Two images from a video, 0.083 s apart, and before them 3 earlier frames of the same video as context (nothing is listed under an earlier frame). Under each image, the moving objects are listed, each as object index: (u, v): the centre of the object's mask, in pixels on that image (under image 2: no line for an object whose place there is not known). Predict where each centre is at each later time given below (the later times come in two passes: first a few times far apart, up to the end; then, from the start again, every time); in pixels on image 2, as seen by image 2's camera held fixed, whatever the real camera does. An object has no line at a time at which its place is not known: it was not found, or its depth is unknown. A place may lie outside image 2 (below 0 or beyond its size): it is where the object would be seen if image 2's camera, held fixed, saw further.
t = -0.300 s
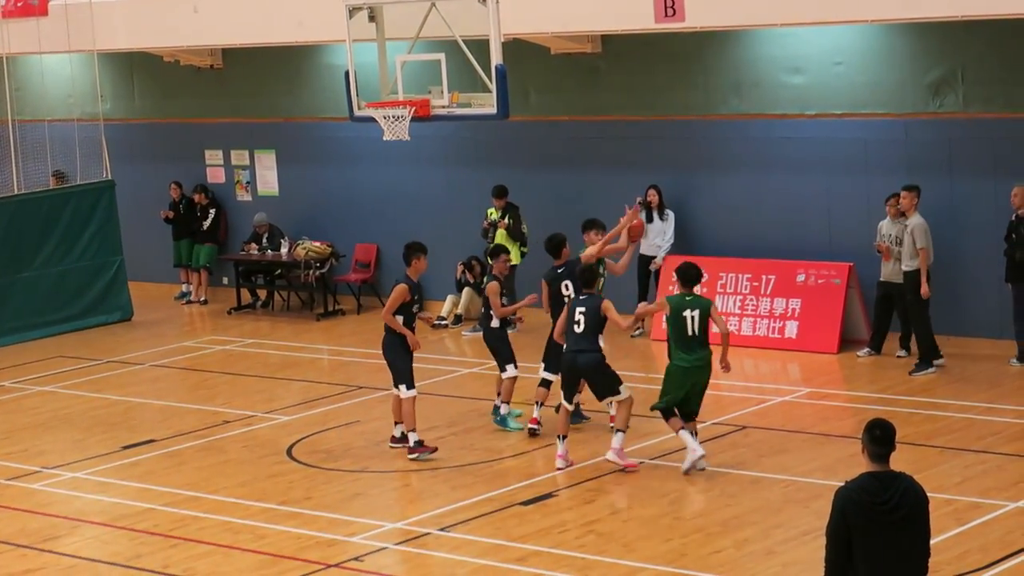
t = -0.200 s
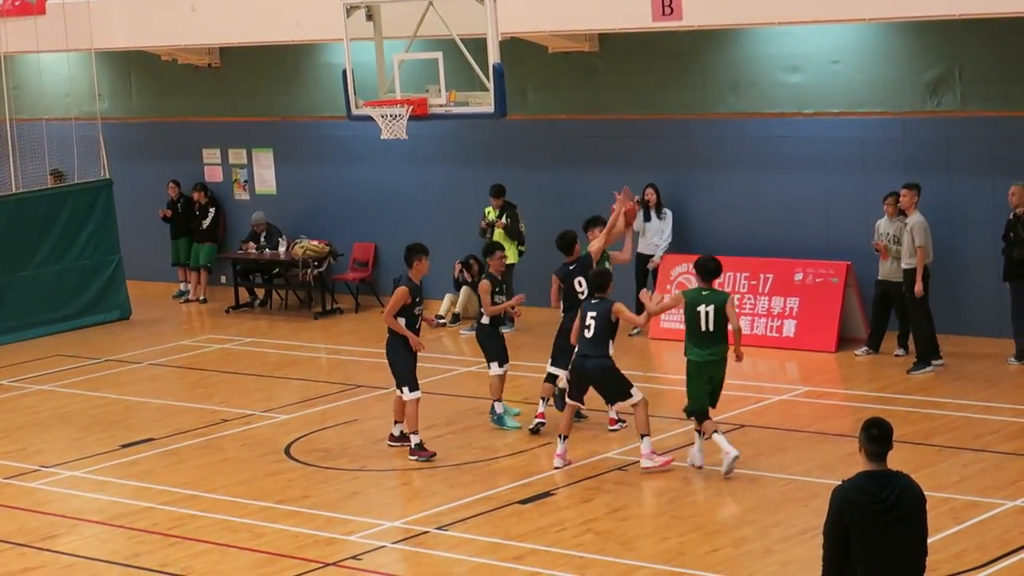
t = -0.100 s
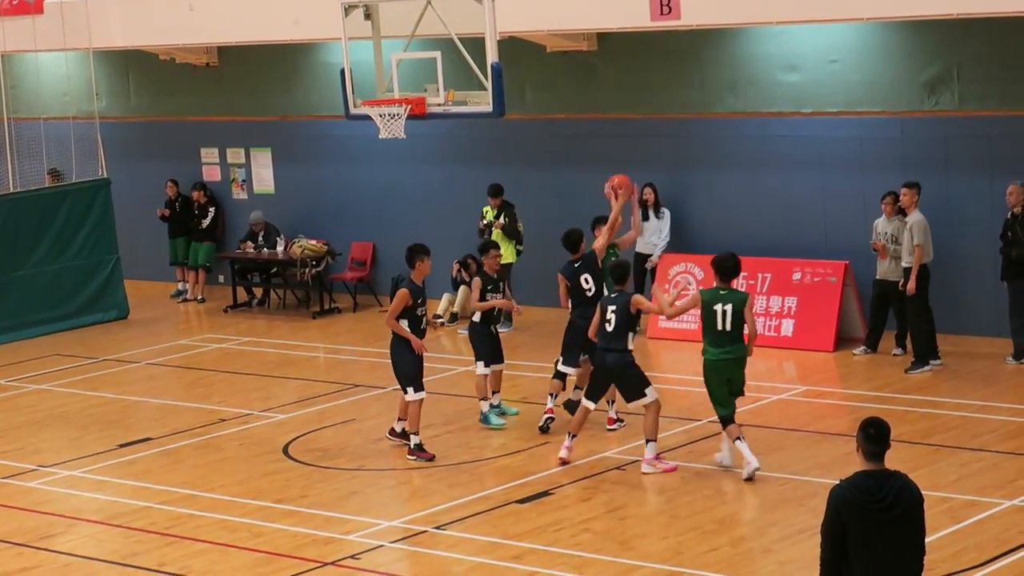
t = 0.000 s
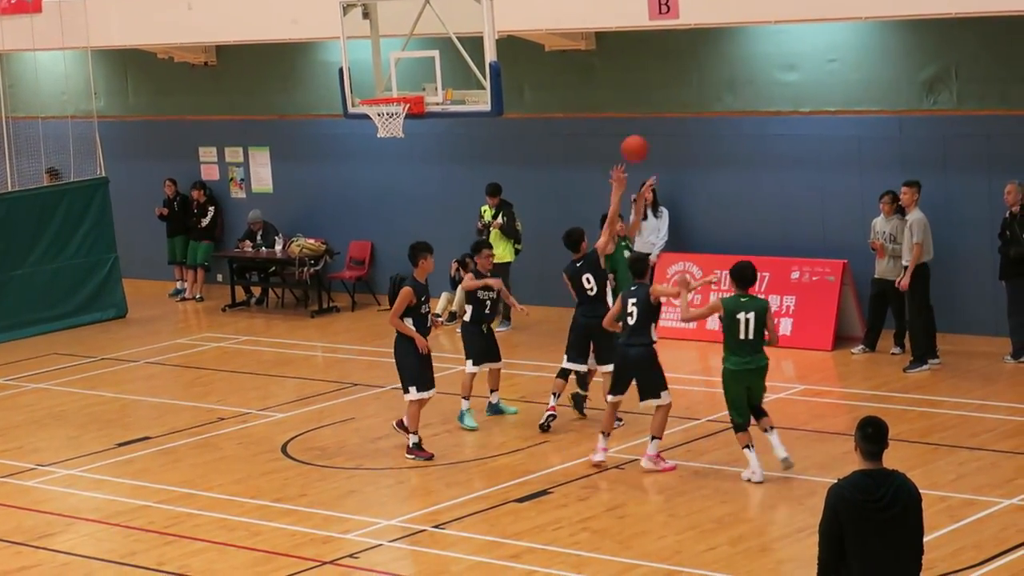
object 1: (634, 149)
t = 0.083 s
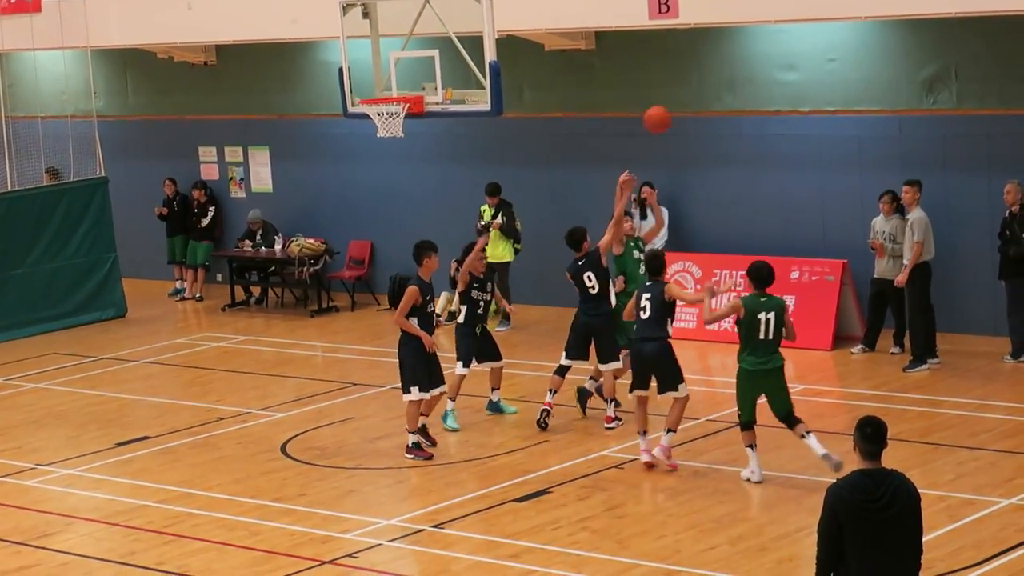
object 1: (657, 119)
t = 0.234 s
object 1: (701, 84)
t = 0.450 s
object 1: (775, 77)
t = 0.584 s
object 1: (826, 101)
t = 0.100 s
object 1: (661, 114)
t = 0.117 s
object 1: (666, 110)
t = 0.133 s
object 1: (671, 105)
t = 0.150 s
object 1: (676, 101)
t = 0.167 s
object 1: (681, 98)
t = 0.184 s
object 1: (686, 93)
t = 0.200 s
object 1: (691, 90)
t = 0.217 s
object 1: (696, 87)
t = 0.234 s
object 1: (701, 84)
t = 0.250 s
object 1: (706, 82)
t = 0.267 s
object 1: (712, 80)
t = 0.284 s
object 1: (717, 78)
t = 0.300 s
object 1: (722, 76)
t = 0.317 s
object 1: (728, 75)
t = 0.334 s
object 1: (734, 74)
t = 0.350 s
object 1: (739, 73)
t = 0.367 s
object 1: (745, 73)
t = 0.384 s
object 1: (750, 73)
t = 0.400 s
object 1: (756, 74)
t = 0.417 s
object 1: (762, 75)
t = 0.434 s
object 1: (768, 75)
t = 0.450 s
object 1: (775, 77)
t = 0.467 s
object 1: (781, 79)
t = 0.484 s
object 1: (787, 81)
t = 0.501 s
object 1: (793, 83)
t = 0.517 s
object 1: (800, 86)
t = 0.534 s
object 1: (806, 89)
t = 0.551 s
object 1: (813, 93)
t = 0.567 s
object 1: (819, 96)
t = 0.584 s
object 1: (826, 101)
